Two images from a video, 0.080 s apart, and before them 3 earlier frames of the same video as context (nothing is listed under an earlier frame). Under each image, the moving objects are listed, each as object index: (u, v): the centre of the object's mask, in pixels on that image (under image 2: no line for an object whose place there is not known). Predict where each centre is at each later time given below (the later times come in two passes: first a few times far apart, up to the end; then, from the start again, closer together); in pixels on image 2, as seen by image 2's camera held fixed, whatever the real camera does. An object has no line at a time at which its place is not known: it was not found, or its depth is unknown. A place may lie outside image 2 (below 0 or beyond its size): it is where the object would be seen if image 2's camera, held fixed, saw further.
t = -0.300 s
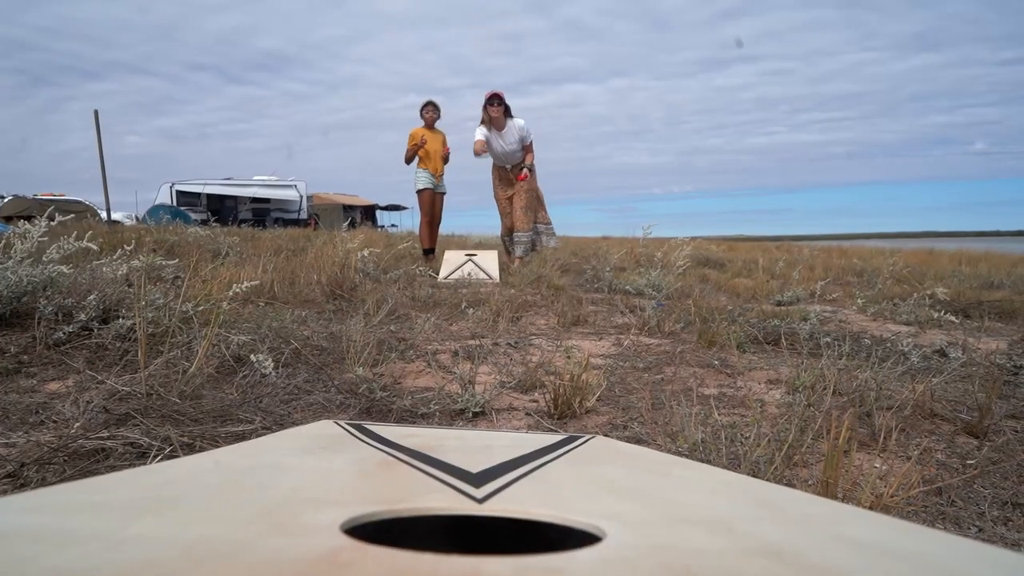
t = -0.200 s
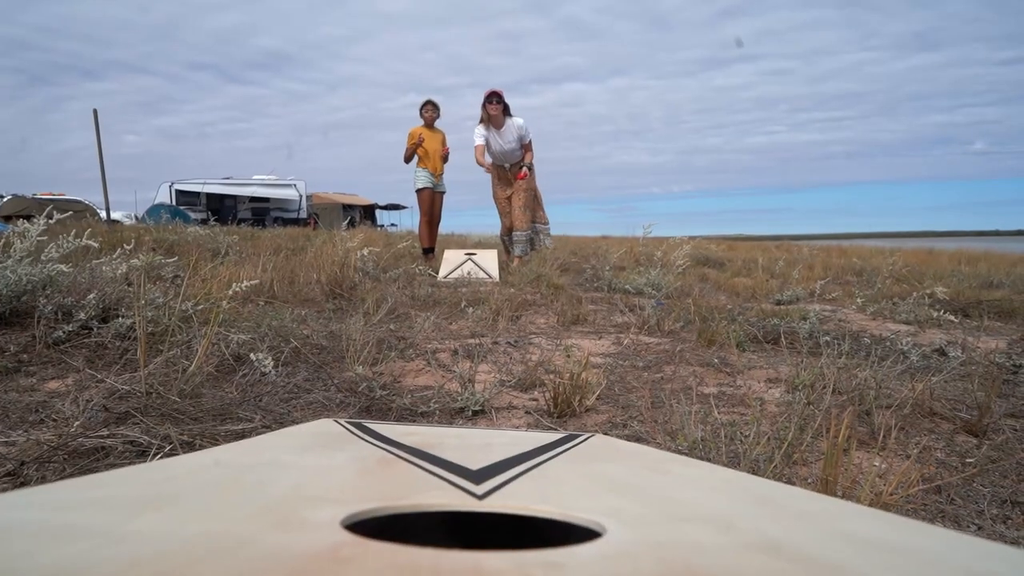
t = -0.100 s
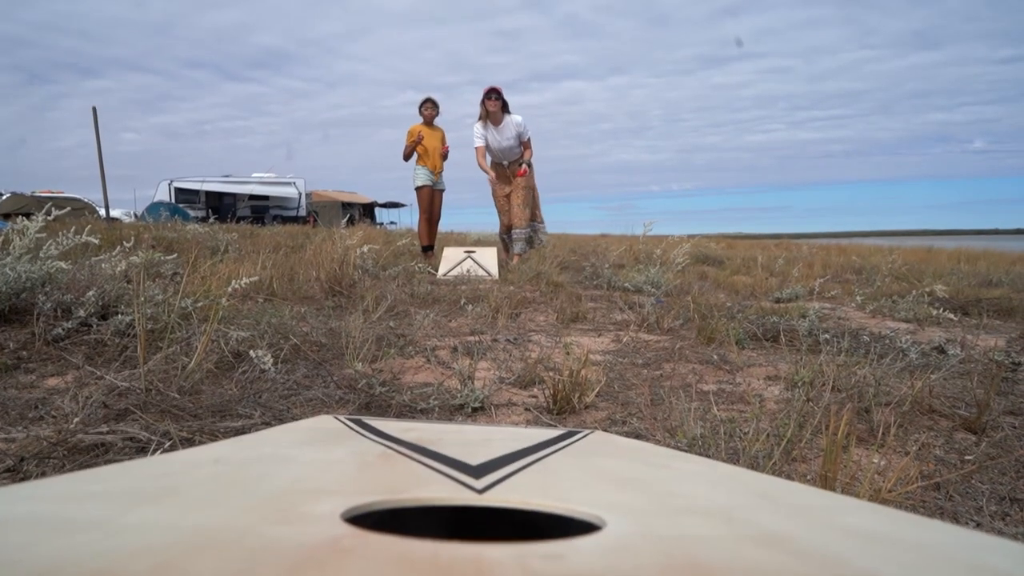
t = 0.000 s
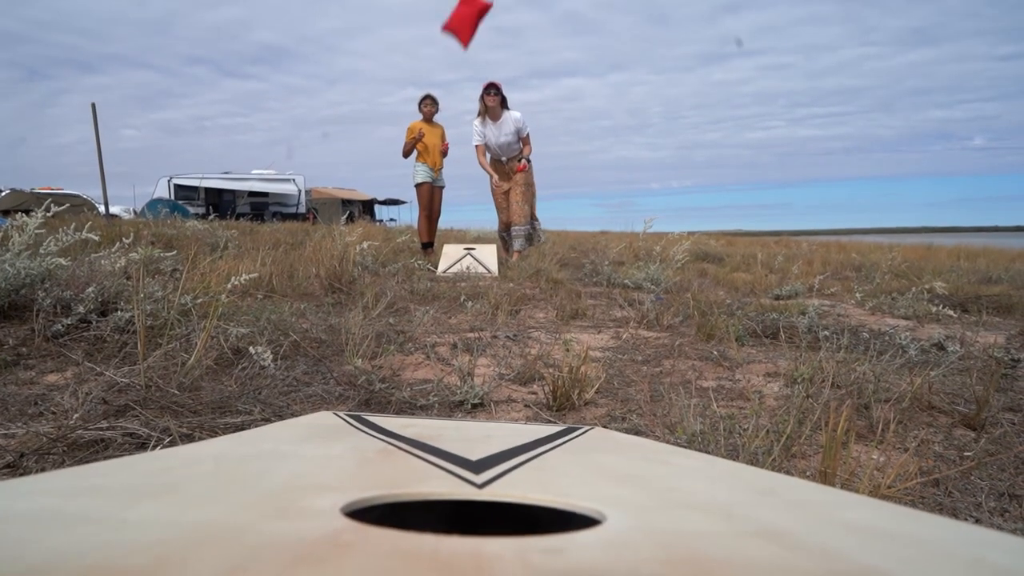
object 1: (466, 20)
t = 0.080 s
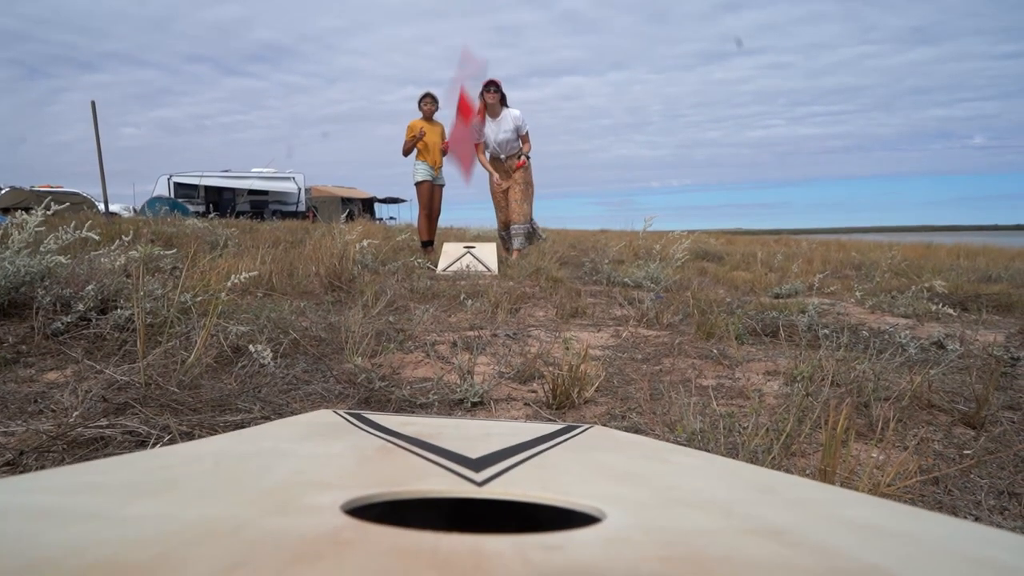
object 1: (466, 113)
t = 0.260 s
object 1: (392, 406)
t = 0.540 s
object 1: (111, 446)
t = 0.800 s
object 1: (106, 450)
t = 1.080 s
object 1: (107, 450)
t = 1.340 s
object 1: (108, 450)
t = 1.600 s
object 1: (108, 450)
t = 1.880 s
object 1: (108, 451)
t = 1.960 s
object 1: (107, 450)
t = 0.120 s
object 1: (465, 199)
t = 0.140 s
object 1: (465, 293)
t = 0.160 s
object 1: (461, 361)
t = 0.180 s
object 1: (460, 402)
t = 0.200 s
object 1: (436, 420)
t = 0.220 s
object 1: (413, 412)
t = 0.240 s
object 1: (411, 413)
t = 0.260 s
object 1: (392, 406)
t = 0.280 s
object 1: (369, 400)
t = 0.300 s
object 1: (358, 403)
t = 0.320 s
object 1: (342, 397)
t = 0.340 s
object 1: (314, 396)
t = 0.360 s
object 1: (300, 399)
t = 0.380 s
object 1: (281, 398)
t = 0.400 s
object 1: (249, 405)
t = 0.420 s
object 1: (232, 414)
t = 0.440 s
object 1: (209, 414)
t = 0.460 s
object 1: (178, 428)
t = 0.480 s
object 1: (142, 446)
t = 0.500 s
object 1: (127, 446)
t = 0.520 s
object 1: (121, 448)
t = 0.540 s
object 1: (111, 446)
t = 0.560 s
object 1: (108, 446)
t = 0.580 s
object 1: (106, 447)
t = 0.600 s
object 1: (105, 448)
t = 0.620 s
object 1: (105, 449)
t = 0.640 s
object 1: (106, 450)
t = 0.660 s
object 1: (107, 450)
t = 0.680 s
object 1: (107, 450)
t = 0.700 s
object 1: (107, 450)
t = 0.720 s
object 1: (106, 450)
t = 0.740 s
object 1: (107, 450)
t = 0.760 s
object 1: (106, 451)
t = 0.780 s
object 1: (106, 450)
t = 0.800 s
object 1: (106, 450)
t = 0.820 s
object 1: (106, 451)
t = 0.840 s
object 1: (106, 450)
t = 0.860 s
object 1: (106, 450)
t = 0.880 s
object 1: (106, 450)
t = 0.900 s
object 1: (106, 450)
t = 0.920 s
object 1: (107, 451)
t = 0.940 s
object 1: (107, 450)
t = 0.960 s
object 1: (107, 450)
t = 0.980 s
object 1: (107, 450)
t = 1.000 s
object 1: (107, 450)
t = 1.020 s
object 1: (107, 450)
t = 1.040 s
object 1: (107, 450)
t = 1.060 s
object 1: (107, 450)
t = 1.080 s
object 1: (107, 450)
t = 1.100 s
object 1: (107, 450)
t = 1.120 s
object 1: (107, 450)
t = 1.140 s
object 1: (107, 450)
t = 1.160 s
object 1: (107, 450)
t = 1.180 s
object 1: (107, 450)
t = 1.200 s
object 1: (107, 450)
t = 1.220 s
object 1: (107, 450)
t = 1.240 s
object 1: (107, 450)
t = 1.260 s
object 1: (107, 450)
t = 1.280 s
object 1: (107, 450)
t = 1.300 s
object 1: (107, 450)
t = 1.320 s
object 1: (108, 450)
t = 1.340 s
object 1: (108, 450)
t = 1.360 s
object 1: (108, 450)
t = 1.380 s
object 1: (108, 450)
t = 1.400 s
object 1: (108, 450)
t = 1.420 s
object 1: (108, 450)
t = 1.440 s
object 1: (108, 450)
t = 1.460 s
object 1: (108, 450)
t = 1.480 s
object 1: (108, 450)
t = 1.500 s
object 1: (108, 450)
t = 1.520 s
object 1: (108, 450)
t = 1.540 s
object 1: (108, 450)
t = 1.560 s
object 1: (109, 450)
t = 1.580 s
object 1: (109, 450)
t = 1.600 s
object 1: (108, 450)
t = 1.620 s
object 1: (108, 450)
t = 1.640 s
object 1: (108, 450)
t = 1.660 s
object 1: (108, 450)
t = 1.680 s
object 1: (108, 450)
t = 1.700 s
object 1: (108, 451)
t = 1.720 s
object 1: (108, 451)
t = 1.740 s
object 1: (108, 450)
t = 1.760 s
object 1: (108, 450)
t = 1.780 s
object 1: (108, 450)
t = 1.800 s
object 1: (108, 451)
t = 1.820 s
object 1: (108, 450)
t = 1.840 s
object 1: (108, 450)
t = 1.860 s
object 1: (108, 451)
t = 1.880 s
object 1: (108, 451)
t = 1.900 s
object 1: (108, 451)
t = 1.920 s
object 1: (108, 451)
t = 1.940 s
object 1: (107, 450)
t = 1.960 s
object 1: (107, 450)
